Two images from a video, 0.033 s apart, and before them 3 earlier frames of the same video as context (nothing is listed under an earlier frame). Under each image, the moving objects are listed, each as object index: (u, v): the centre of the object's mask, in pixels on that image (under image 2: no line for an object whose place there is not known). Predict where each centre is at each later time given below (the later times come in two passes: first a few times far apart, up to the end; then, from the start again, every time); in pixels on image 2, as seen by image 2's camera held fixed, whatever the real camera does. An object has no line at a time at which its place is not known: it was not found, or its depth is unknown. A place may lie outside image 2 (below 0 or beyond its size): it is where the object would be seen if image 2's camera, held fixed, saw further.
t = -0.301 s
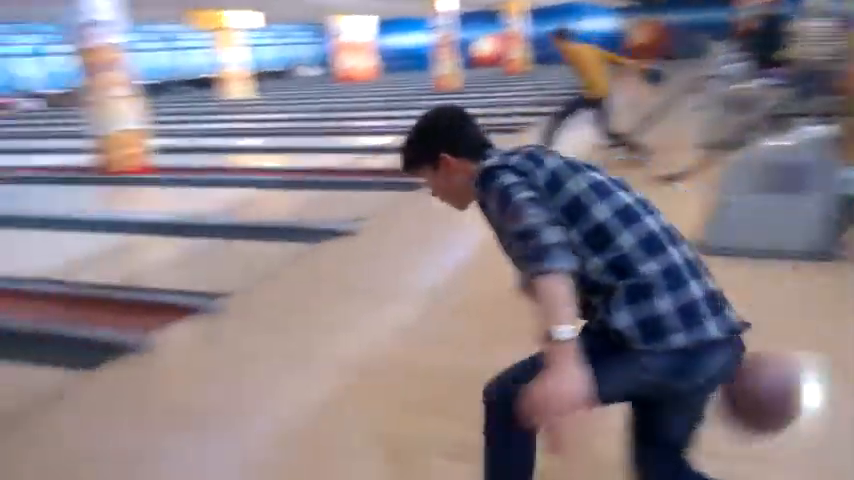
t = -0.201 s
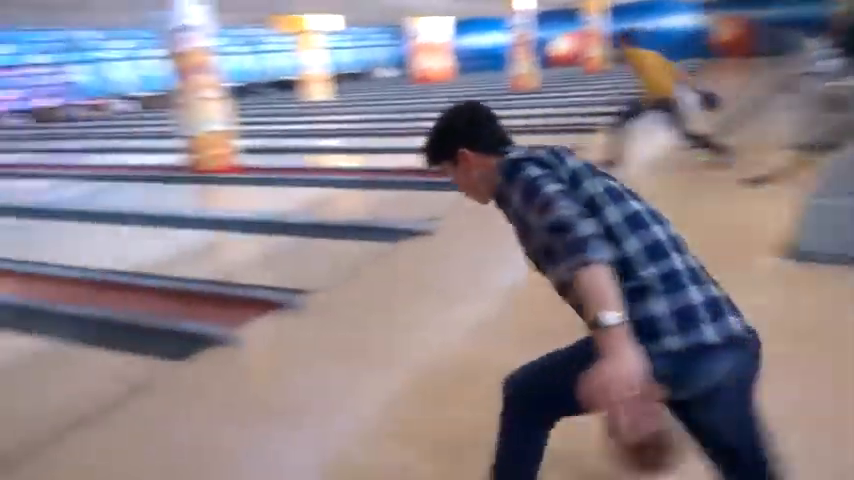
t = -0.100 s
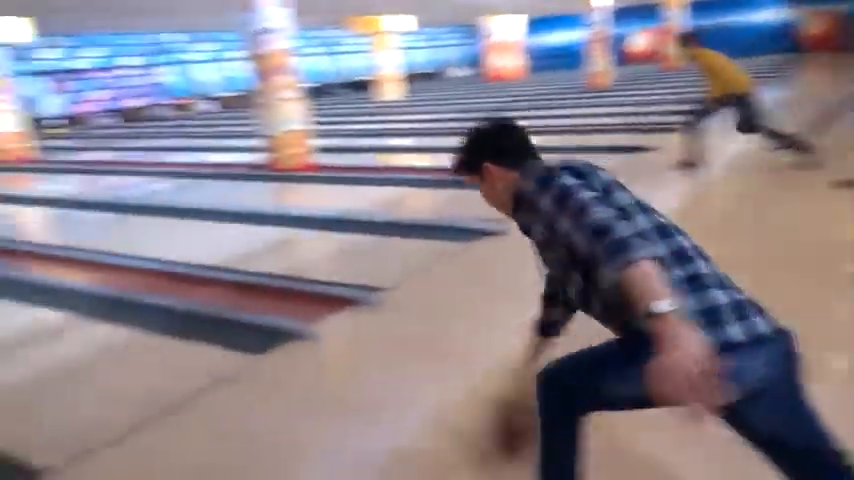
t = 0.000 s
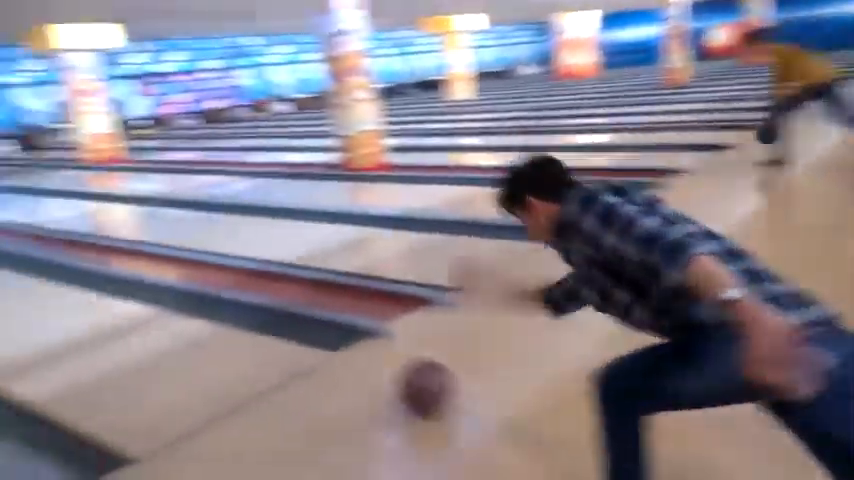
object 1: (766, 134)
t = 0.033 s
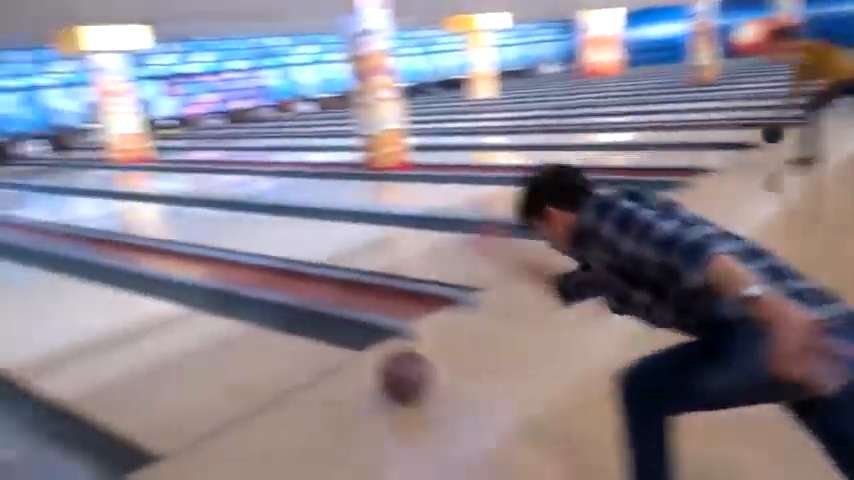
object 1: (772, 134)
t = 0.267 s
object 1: (636, 152)
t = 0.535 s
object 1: (513, 156)
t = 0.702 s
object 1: (450, 154)
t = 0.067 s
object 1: (752, 136)
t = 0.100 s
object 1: (731, 136)
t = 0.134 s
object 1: (710, 139)
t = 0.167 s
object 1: (691, 146)
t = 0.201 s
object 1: (672, 152)
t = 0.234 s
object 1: (653, 152)
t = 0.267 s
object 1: (636, 152)
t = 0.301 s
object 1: (618, 153)
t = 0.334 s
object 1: (601, 157)
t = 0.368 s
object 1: (584, 157)
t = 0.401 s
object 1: (569, 156)
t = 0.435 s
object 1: (555, 157)
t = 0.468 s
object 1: (540, 157)
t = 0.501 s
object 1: (527, 156)
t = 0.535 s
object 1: (513, 156)
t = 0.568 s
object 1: (500, 155)
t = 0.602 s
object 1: (486, 156)
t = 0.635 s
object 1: (473, 155)
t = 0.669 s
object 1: (461, 155)
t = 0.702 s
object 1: (450, 154)
